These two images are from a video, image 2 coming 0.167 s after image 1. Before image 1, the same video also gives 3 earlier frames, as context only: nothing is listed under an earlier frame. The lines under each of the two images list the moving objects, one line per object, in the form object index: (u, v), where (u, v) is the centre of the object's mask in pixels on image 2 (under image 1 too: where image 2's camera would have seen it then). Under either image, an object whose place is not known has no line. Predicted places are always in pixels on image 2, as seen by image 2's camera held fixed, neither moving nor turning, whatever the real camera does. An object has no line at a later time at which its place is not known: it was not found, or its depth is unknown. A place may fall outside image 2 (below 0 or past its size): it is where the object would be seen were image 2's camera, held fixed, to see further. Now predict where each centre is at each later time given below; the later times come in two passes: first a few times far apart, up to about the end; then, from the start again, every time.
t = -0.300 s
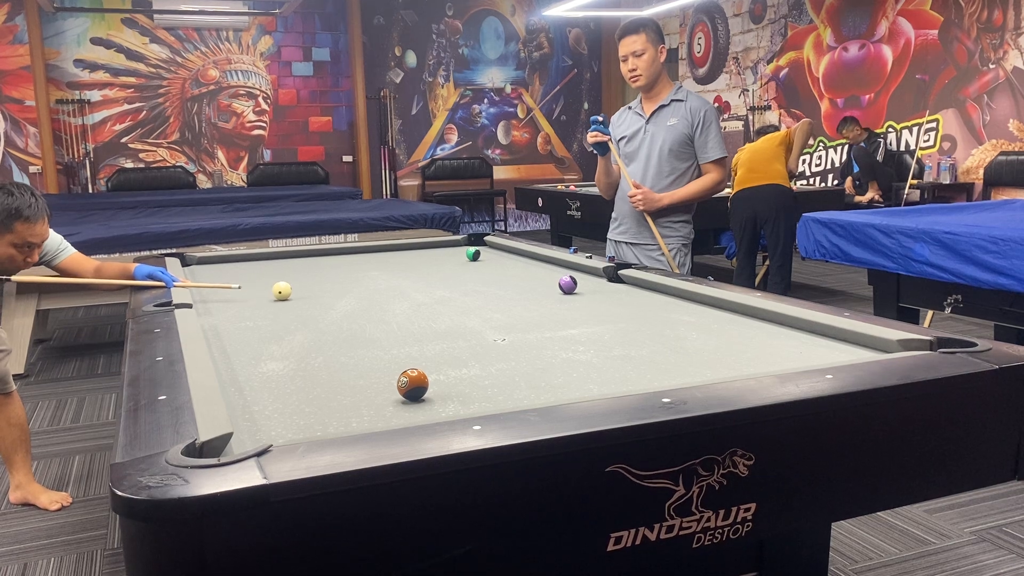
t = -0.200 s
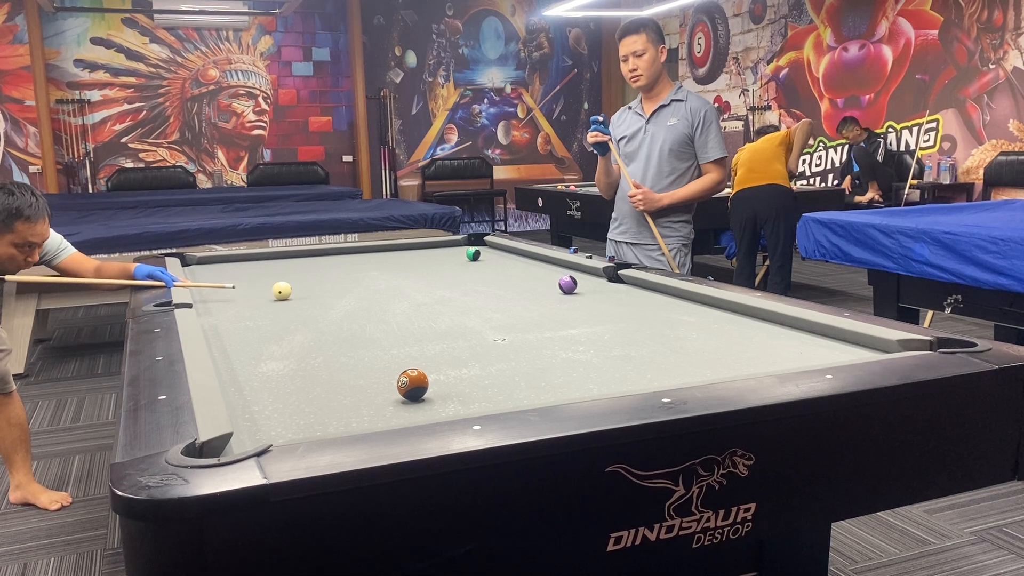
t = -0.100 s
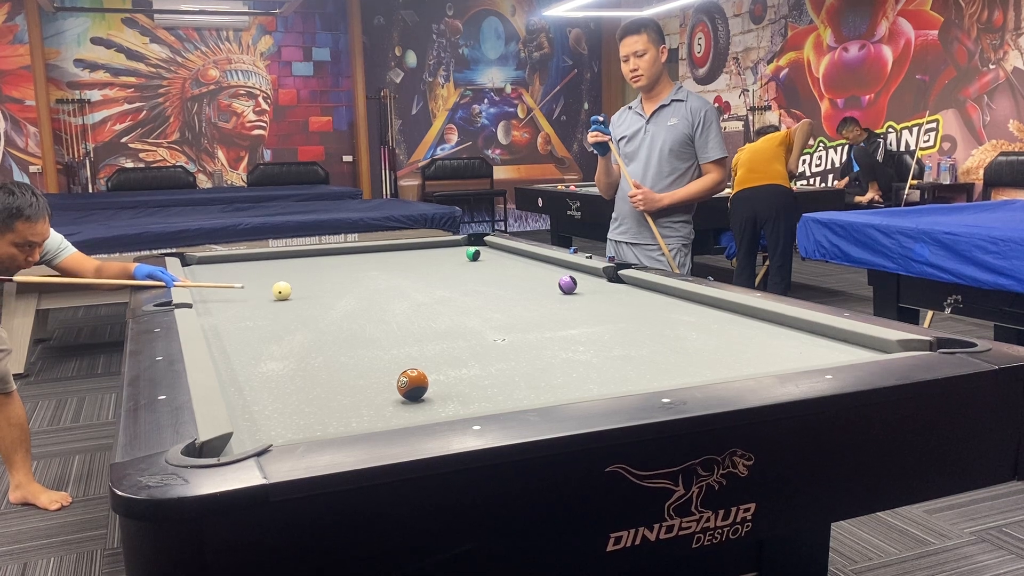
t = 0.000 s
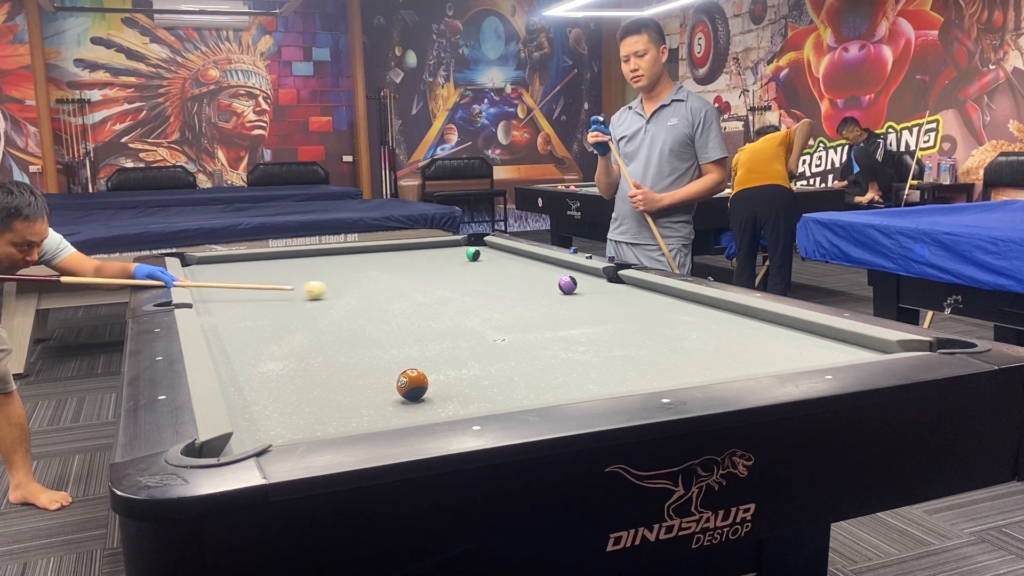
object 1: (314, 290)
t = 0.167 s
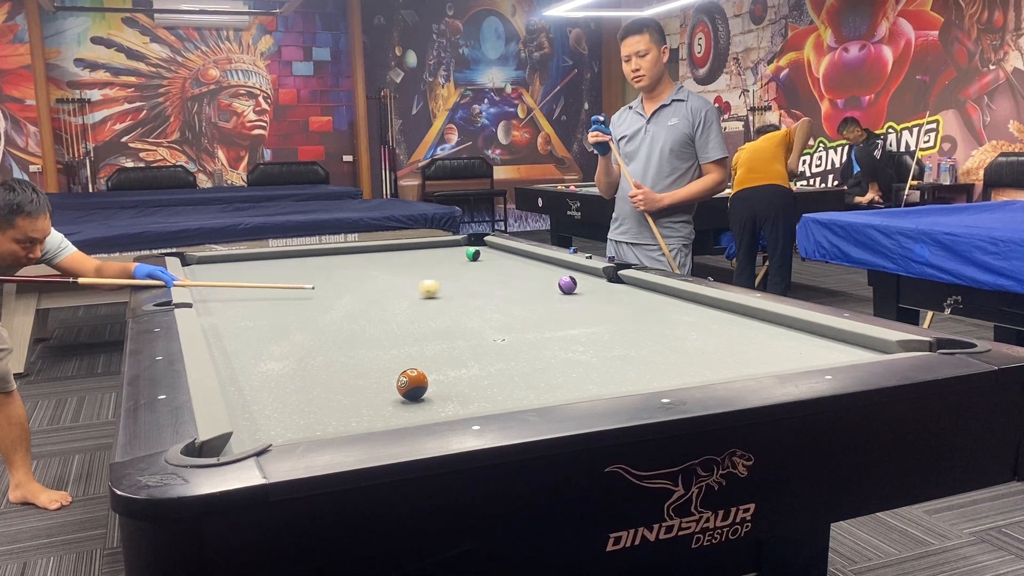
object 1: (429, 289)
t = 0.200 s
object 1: (451, 288)
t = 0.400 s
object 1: (577, 289)
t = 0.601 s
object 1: (682, 296)
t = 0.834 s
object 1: (678, 313)
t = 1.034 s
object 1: (679, 328)
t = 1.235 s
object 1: (679, 347)
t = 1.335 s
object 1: (679, 358)
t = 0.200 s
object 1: (451, 288)
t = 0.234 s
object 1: (473, 288)
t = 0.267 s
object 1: (496, 288)
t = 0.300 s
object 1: (518, 288)
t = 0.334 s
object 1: (540, 287)
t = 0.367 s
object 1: (561, 288)
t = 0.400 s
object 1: (577, 289)
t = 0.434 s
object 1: (594, 290)
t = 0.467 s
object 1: (612, 291)
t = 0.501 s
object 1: (632, 292)
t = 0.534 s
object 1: (651, 293)
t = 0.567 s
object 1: (670, 294)
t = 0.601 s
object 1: (682, 296)
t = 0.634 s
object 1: (680, 298)
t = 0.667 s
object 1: (678, 301)
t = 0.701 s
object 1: (677, 303)
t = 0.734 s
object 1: (678, 305)
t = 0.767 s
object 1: (678, 308)
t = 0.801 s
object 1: (678, 310)
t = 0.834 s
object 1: (678, 313)
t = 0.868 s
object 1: (678, 315)
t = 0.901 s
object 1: (678, 317)
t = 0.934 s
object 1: (678, 320)
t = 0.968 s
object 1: (678, 322)
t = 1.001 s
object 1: (678, 325)
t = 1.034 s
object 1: (679, 328)
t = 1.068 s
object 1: (679, 331)
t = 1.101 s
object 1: (679, 334)
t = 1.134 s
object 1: (679, 337)
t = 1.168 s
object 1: (679, 341)
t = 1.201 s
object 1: (679, 344)
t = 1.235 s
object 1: (679, 347)
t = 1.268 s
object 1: (679, 351)
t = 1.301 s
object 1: (679, 354)
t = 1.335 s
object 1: (679, 358)
